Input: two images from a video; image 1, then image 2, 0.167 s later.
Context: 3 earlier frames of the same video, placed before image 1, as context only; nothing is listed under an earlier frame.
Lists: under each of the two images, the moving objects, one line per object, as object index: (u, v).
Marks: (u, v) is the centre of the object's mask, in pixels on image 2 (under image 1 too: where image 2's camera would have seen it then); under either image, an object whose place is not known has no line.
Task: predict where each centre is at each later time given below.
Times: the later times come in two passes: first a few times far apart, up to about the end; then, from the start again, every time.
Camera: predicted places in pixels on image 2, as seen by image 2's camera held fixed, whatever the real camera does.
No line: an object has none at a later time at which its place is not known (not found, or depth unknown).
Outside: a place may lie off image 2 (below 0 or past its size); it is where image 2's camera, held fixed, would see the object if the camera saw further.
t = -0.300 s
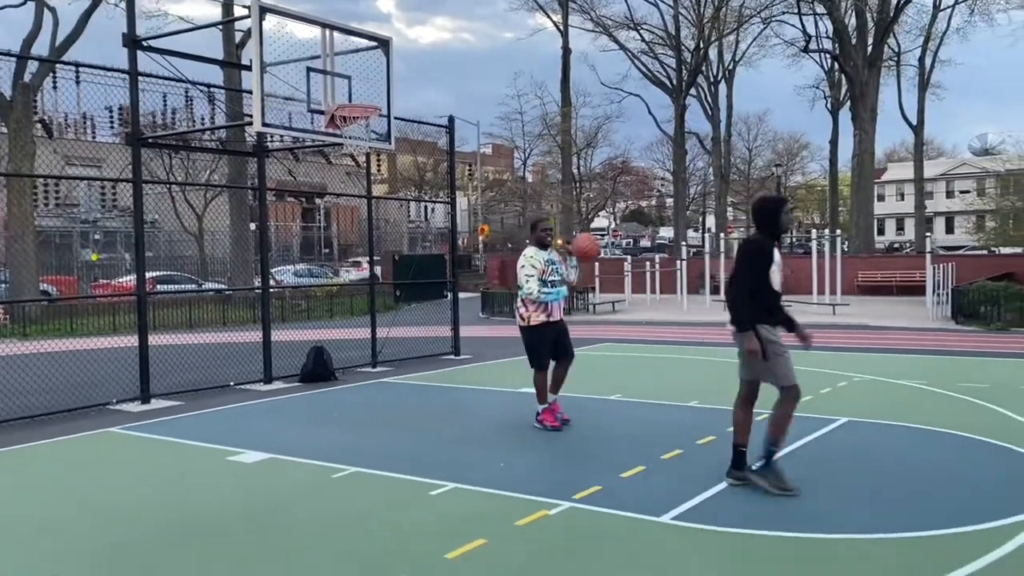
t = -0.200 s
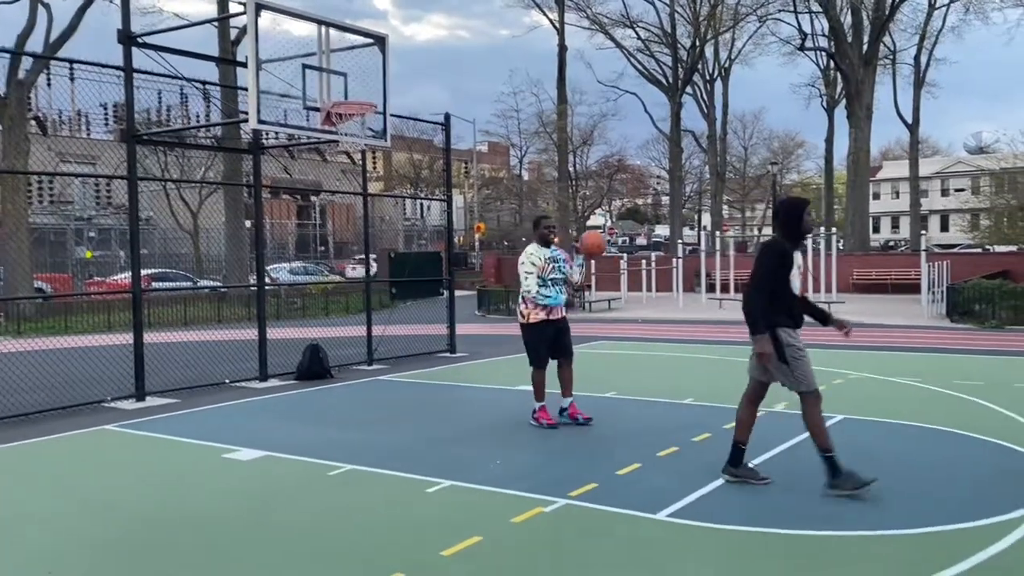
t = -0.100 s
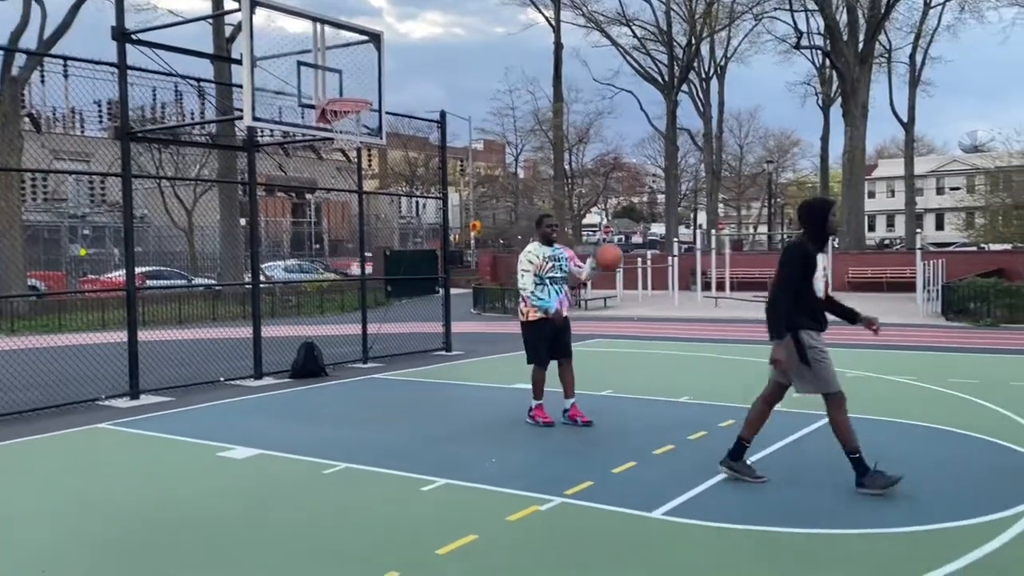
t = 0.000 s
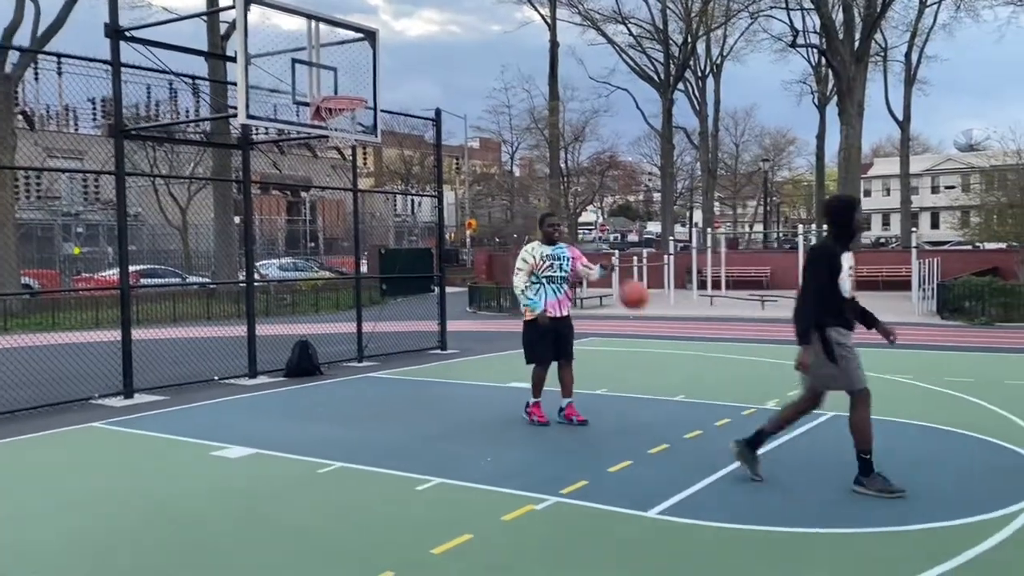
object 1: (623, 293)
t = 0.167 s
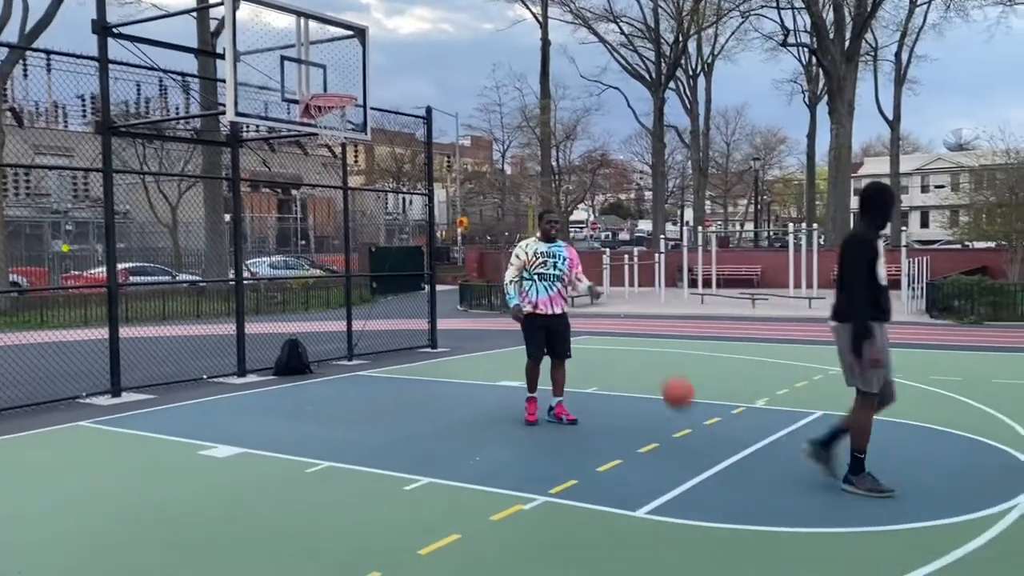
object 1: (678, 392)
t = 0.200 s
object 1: (690, 418)
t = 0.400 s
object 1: (737, 352)
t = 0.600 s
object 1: (783, 303)
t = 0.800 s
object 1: (840, 310)
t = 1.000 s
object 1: (904, 376)
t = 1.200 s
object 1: (969, 451)
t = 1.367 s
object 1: (1027, 393)
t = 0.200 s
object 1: (690, 418)
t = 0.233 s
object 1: (699, 428)
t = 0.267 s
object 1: (706, 411)
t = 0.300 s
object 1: (715, 393)
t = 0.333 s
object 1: (722, 378)
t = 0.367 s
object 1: (729, 365)
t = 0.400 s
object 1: (737, 352)
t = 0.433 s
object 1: (743, 340)
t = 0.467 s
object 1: (752, 329)
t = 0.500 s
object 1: (760, 321)
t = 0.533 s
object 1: (768, 313)
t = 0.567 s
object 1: (775, 308)
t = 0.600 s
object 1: (783, 303)
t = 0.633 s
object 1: (793, 300)
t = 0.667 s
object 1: (803, 298)
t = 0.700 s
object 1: (813, 298)
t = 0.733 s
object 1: (820, 301)
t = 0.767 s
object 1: (831, 304)
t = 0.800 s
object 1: (840, 310)
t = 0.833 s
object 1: (851, 315)
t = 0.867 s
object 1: (859, 325)
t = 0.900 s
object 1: (871, 334)
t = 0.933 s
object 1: (882, 348)
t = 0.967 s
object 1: (893, 360)
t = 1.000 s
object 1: (904, 376)
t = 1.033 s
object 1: (914, 394)
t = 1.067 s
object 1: (925, 414)
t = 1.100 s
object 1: (937, 437)
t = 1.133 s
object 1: (947, 461)
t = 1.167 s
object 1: (958, 466)
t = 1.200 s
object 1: (969, 451)
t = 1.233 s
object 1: (981, 435)
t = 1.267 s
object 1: (992, 422)
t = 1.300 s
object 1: (1003, 411)
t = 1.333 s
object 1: (1015, 401)
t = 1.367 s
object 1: (1027, 393)
